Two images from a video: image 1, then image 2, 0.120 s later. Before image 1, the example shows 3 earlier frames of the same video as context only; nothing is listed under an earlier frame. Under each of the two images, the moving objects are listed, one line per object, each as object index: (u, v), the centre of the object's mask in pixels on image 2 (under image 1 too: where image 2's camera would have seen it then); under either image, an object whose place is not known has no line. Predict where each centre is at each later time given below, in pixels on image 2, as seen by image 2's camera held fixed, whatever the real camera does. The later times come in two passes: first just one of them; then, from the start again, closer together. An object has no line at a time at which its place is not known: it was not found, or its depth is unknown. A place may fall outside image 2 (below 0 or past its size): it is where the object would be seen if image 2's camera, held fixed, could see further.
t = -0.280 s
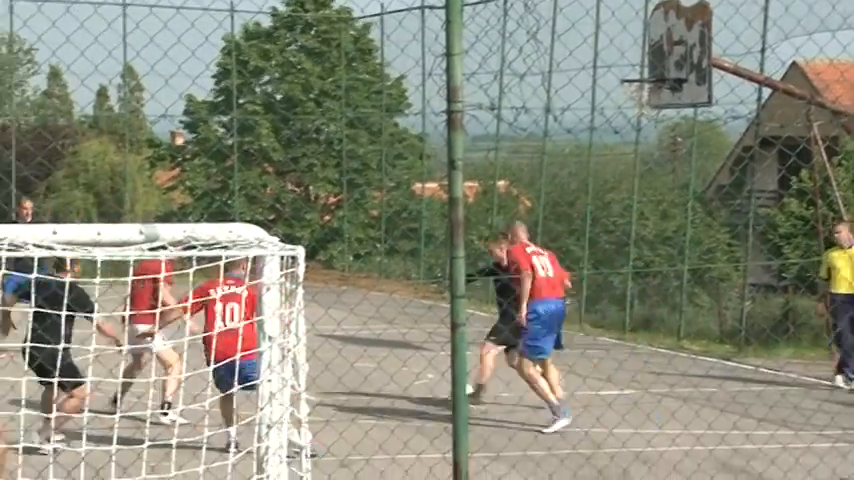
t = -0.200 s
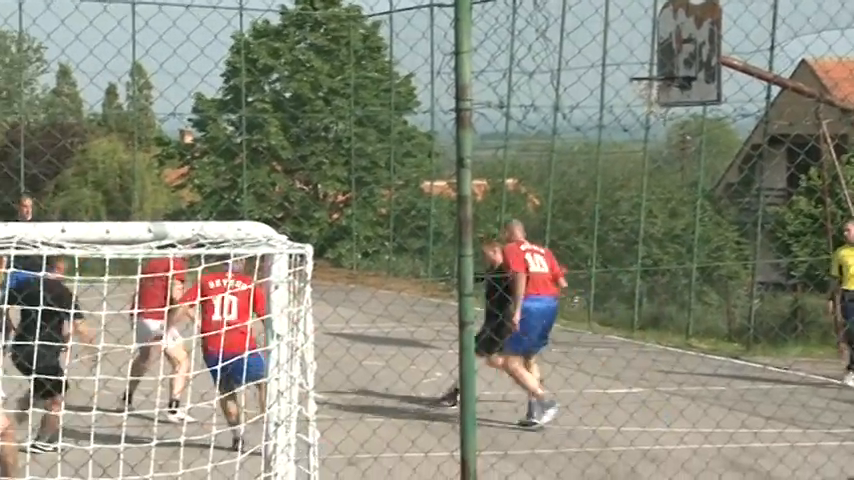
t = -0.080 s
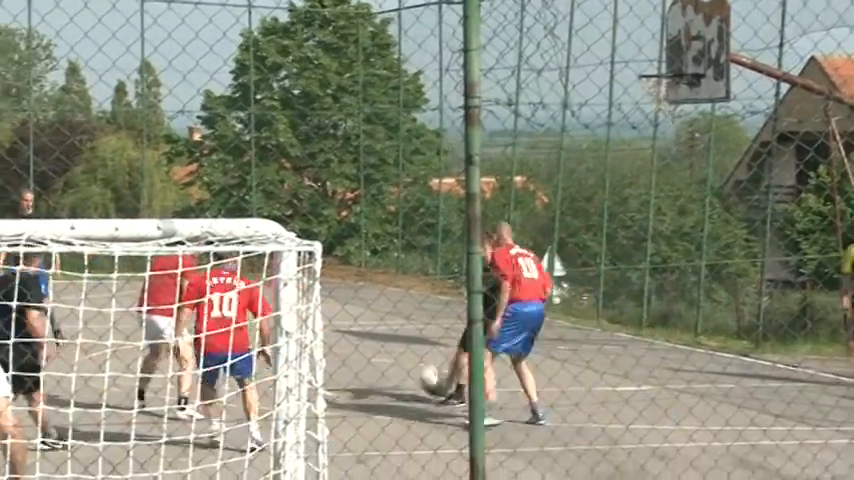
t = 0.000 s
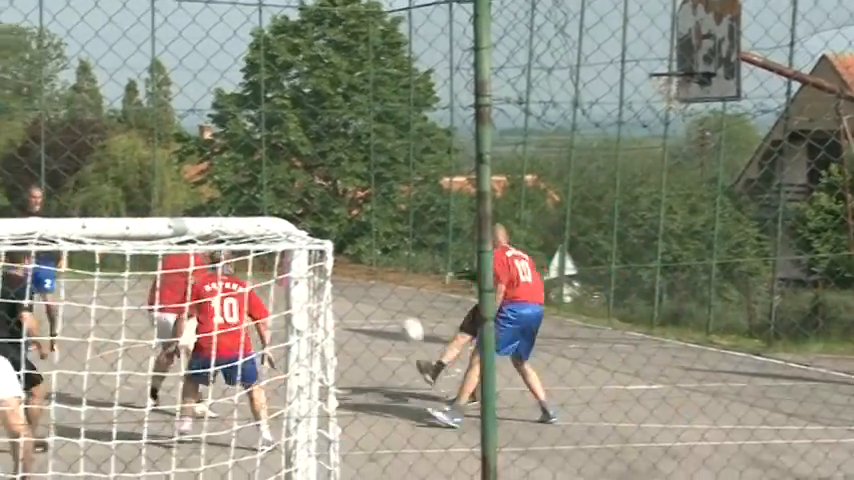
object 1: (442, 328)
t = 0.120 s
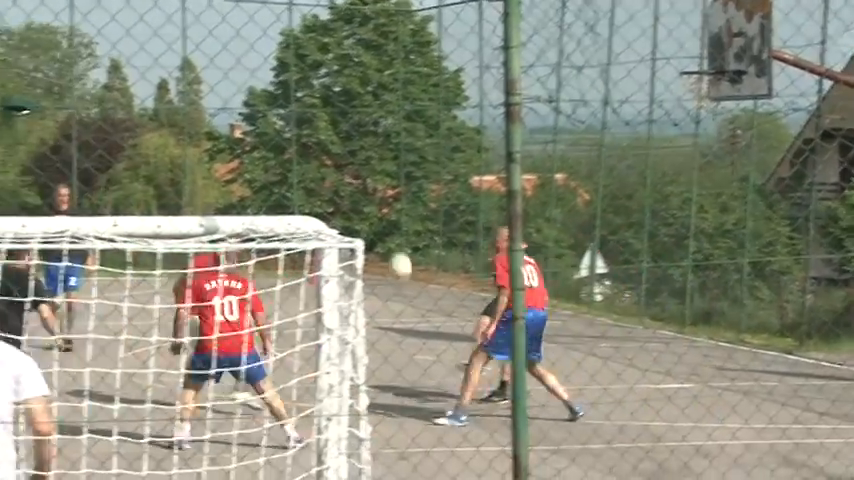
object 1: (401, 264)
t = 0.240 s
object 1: (357, 214)
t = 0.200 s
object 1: (372, 231)
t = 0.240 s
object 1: (357, 214)
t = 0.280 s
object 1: (342, 201)
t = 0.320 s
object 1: (325, 189)
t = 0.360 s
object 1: (310, 178)
